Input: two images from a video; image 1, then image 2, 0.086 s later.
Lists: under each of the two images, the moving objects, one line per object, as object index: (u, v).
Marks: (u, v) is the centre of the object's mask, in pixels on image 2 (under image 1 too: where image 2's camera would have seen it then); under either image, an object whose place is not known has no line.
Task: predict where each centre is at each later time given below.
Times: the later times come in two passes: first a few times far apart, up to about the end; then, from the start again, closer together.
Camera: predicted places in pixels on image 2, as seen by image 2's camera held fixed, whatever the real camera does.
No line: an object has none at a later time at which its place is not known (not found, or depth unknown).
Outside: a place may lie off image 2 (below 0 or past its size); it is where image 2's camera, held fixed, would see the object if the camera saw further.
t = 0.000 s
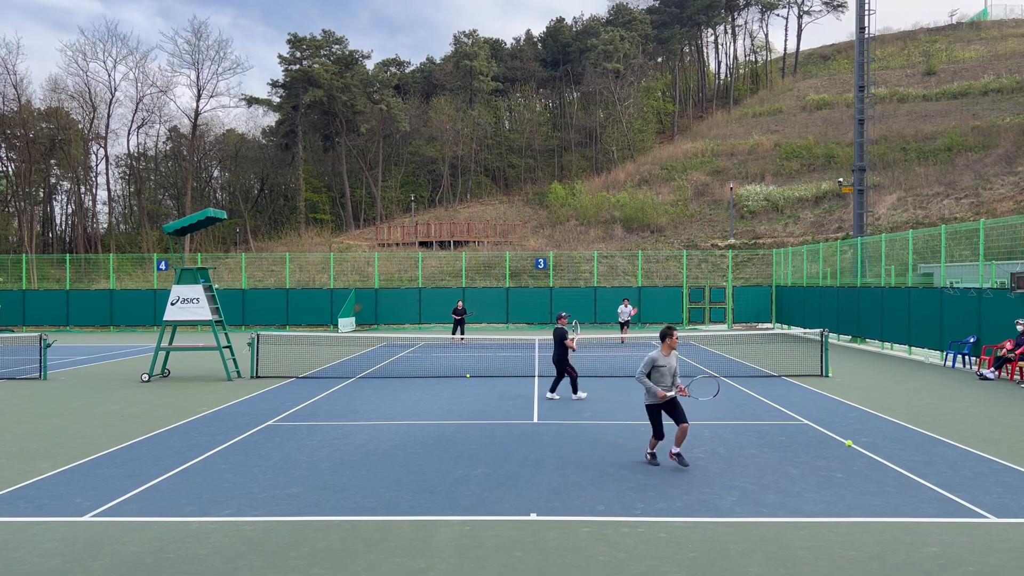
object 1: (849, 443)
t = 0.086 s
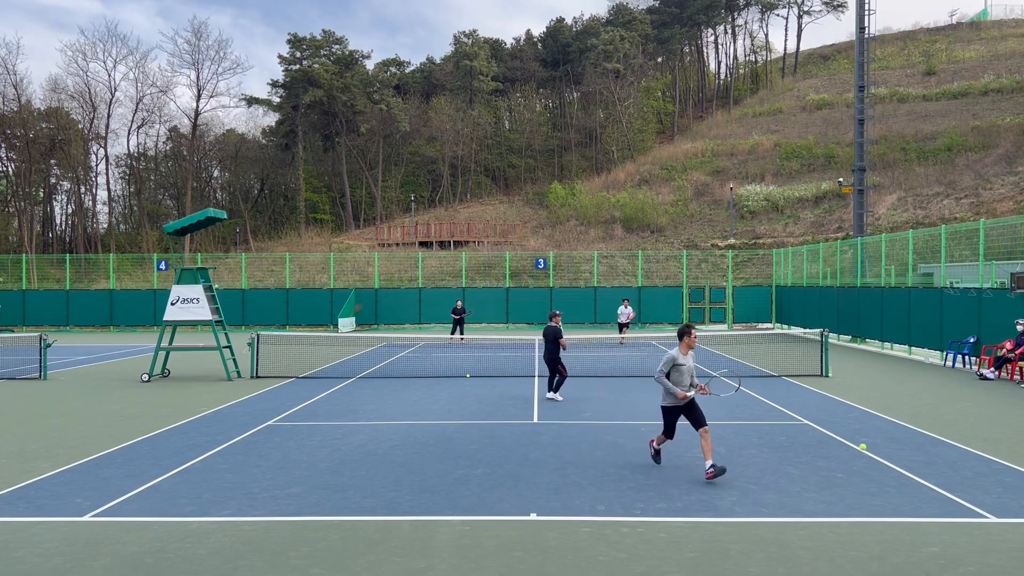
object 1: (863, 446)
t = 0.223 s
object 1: (873, 383)
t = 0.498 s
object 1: (897, 297)
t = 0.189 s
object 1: (870, 397)
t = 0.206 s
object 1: (871, 389)
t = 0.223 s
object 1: (873, 383)
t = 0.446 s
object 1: (892, 308)
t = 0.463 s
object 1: (893, 304)
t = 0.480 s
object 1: (895, 301)
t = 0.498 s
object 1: (897, 297)
